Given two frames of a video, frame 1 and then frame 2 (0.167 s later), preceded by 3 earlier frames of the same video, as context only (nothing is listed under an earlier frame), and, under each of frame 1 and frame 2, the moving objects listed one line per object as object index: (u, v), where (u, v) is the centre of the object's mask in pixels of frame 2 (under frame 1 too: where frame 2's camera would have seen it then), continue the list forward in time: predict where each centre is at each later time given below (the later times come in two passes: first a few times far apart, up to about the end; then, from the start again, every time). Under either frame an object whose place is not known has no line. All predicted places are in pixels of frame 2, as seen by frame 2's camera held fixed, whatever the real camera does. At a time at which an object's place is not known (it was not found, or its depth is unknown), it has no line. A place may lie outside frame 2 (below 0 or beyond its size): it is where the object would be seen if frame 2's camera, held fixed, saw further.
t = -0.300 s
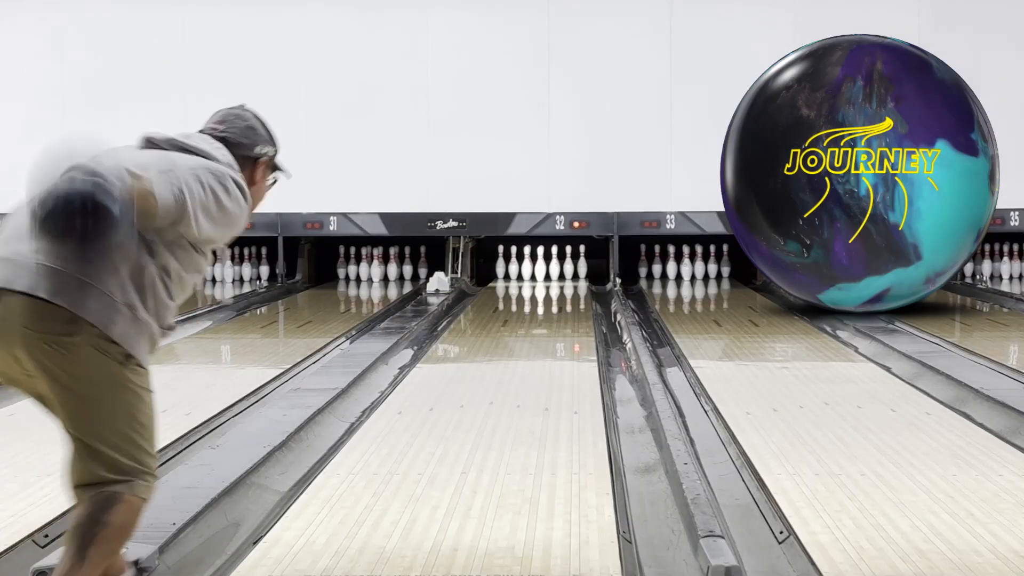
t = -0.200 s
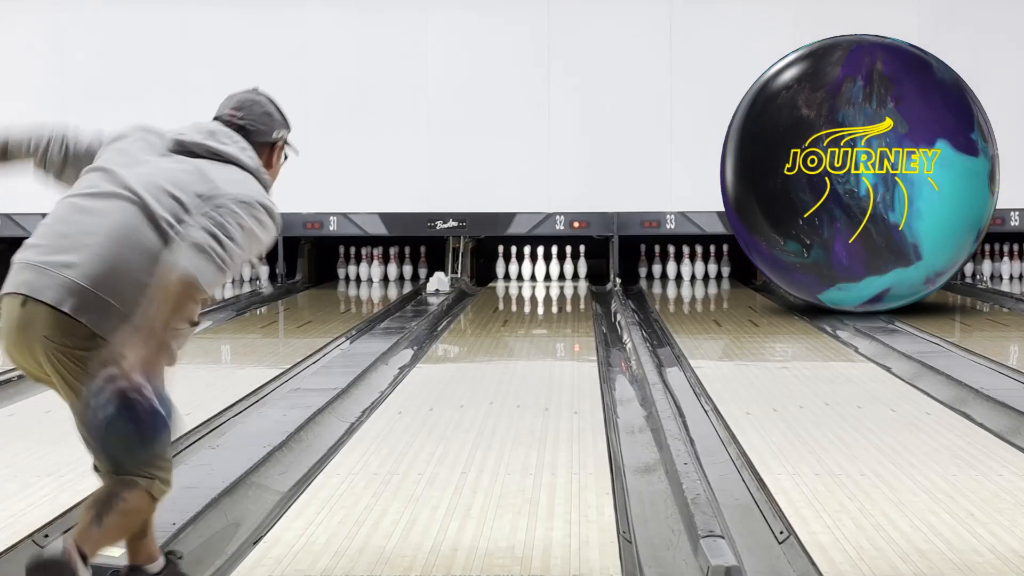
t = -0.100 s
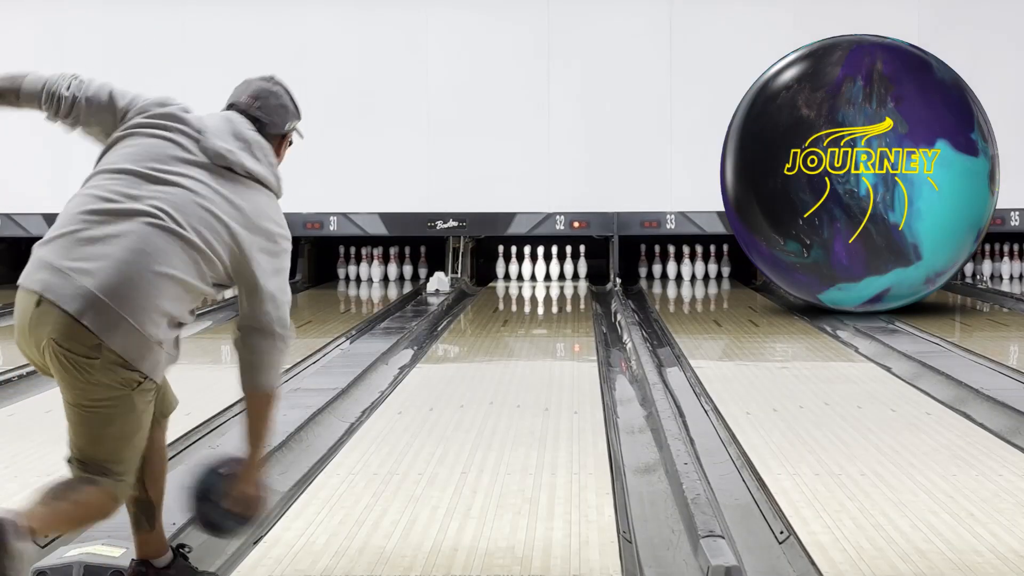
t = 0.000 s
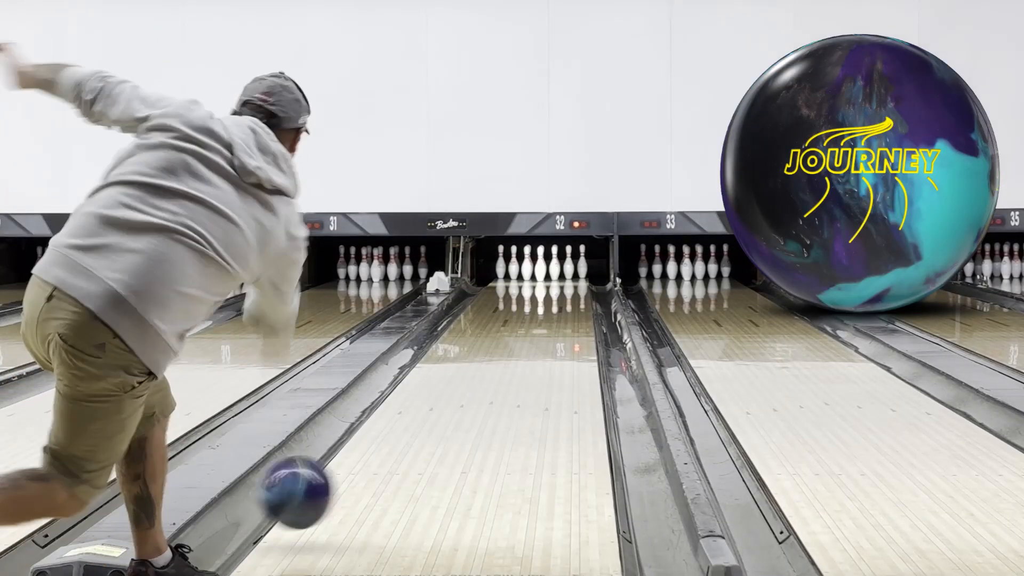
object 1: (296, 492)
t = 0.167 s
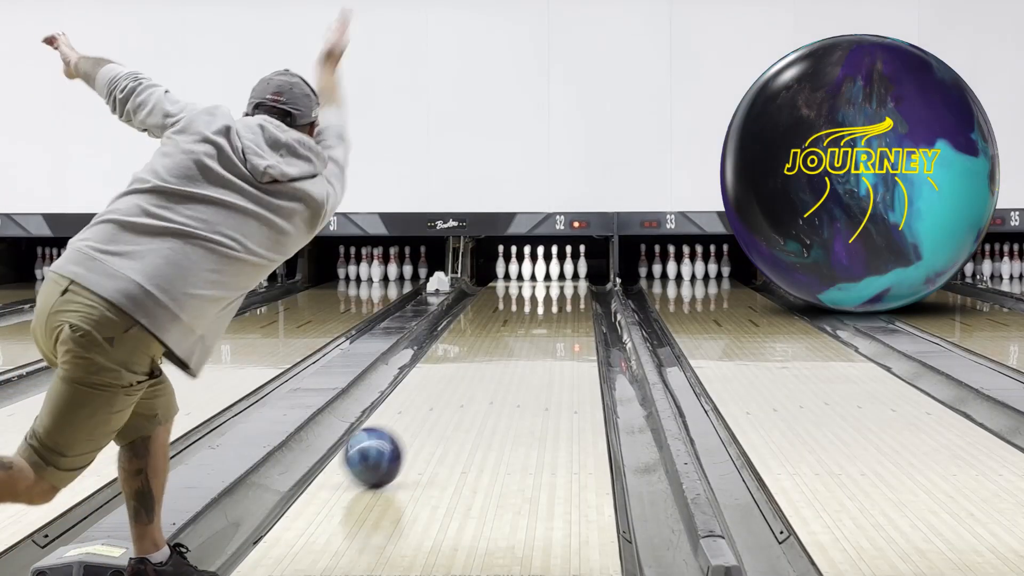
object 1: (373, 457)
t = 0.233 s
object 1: (397, 439)
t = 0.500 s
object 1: (465, 388)
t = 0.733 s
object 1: (504, 359)
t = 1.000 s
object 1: (535, 333)
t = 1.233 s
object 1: (554, 317)
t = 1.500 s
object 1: (568, 302)
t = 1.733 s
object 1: (574, 292)
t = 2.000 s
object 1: (571, 283)
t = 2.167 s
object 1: (564, 279)
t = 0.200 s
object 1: (385, 448)
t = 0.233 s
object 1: (397, 439)
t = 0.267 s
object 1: (407, 432)
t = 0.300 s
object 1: (417, 425)
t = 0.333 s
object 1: (426, 418)
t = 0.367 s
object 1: (435, 411)
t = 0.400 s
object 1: (443, 405)
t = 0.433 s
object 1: (450, 399)
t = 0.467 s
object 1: (458, 394)
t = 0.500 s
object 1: (465, 388)
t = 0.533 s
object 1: (471, 383)
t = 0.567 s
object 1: (477, 379)
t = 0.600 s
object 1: (483, 375)
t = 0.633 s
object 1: (489, 370)
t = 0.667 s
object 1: (494, 366)
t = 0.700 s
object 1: (499, 363)
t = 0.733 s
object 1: (504, 359)
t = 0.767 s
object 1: (509, 355)
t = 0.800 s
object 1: (513, 352)
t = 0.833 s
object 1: (517, 348)
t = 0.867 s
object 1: (521, 345)
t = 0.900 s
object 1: (525, 342)
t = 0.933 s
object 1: (529, 339)
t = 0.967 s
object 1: (532, 336)
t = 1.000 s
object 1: (535, 333)
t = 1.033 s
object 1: (538, 331)
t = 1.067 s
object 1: (541, 328)
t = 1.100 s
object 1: (544, 326)
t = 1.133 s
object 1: (547, 323)
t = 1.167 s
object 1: (550, 321)
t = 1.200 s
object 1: (552, 319)
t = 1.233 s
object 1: (554, 317)
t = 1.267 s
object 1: (556, 314)
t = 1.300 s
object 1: (558, 313)
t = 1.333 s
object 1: (560, 311)
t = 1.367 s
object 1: (562, 309)
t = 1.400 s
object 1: (564, 307)
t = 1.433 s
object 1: (565, 306)
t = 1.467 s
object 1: (567, 304)
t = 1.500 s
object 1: (568, 302)
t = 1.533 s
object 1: (569, 301)
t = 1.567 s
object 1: (570, 300)
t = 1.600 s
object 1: (571, 298)
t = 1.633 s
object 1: (573, 296)
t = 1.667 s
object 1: (573, 295)
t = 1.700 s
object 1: (573, 294)
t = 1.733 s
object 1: (574, 292)
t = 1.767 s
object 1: (574, 291)
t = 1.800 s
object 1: (574, 290)
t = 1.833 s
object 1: (574, 289)
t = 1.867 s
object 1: (574, 288)
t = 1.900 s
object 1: (573, 286)
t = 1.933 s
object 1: (573, 285)
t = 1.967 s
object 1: (572, 284)
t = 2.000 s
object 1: (571, 283)
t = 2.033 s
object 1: (570, 282)
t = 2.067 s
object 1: (569, 281)
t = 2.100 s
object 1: (567, 280)
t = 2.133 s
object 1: (565, 279)
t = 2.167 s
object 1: (564, 279)
